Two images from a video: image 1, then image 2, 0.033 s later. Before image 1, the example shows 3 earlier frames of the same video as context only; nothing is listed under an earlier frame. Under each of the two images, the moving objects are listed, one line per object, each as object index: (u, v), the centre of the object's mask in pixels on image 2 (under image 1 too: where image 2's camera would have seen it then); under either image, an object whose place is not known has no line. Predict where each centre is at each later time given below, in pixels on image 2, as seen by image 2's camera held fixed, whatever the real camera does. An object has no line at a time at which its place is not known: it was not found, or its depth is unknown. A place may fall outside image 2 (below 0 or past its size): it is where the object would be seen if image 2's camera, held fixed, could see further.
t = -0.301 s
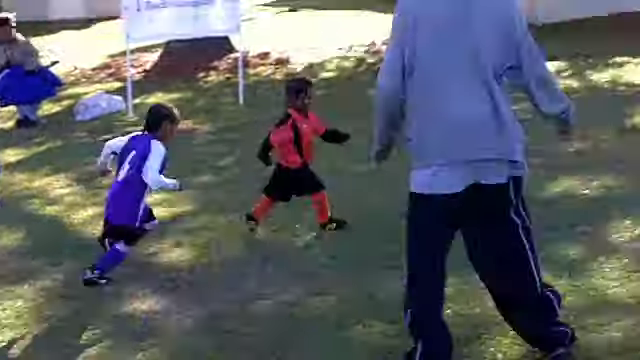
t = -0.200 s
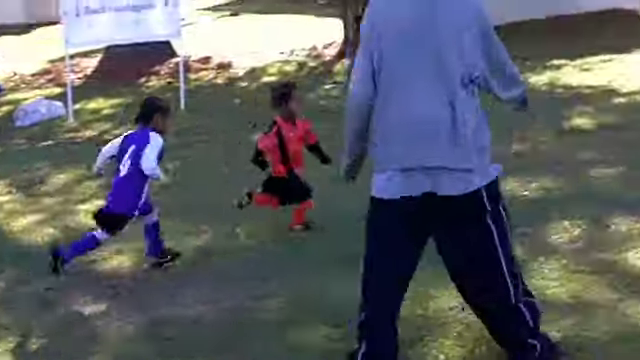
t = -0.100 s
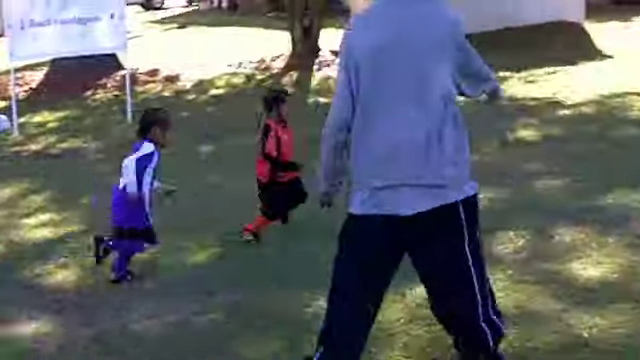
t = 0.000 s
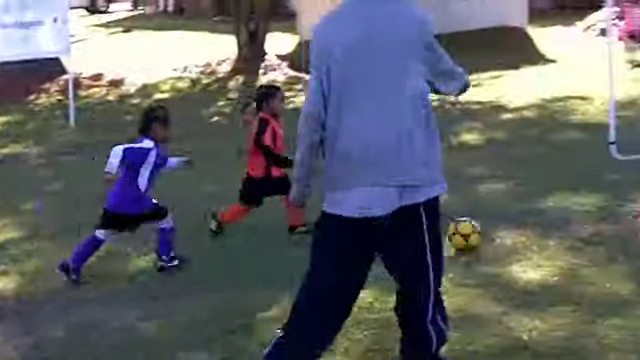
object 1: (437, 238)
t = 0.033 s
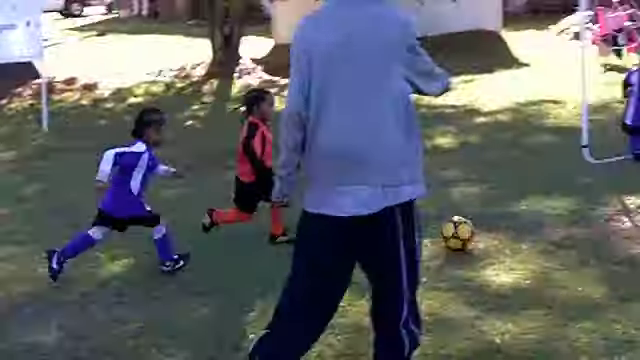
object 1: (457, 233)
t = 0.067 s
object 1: (475, 231)
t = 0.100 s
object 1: (496, 230)
